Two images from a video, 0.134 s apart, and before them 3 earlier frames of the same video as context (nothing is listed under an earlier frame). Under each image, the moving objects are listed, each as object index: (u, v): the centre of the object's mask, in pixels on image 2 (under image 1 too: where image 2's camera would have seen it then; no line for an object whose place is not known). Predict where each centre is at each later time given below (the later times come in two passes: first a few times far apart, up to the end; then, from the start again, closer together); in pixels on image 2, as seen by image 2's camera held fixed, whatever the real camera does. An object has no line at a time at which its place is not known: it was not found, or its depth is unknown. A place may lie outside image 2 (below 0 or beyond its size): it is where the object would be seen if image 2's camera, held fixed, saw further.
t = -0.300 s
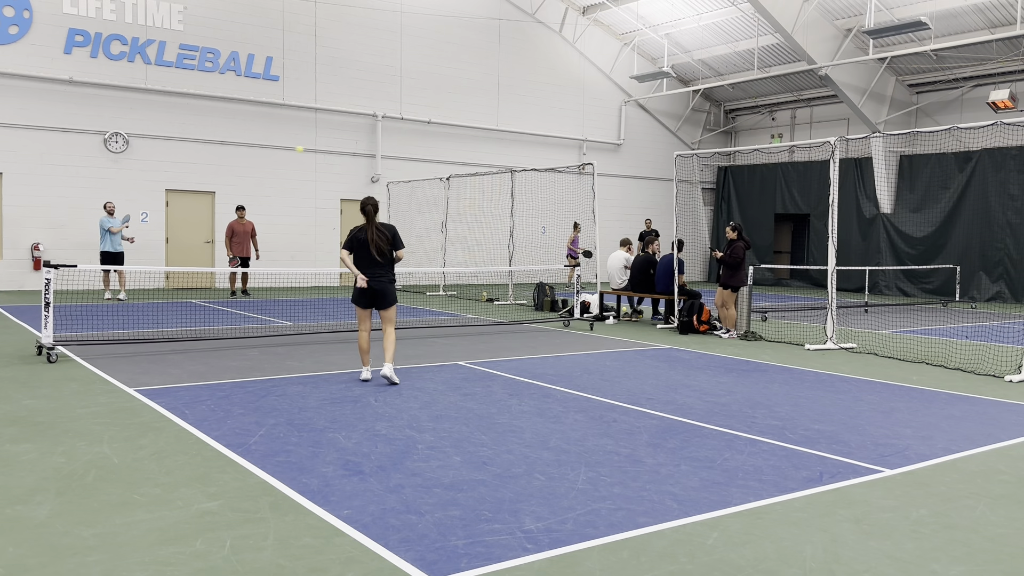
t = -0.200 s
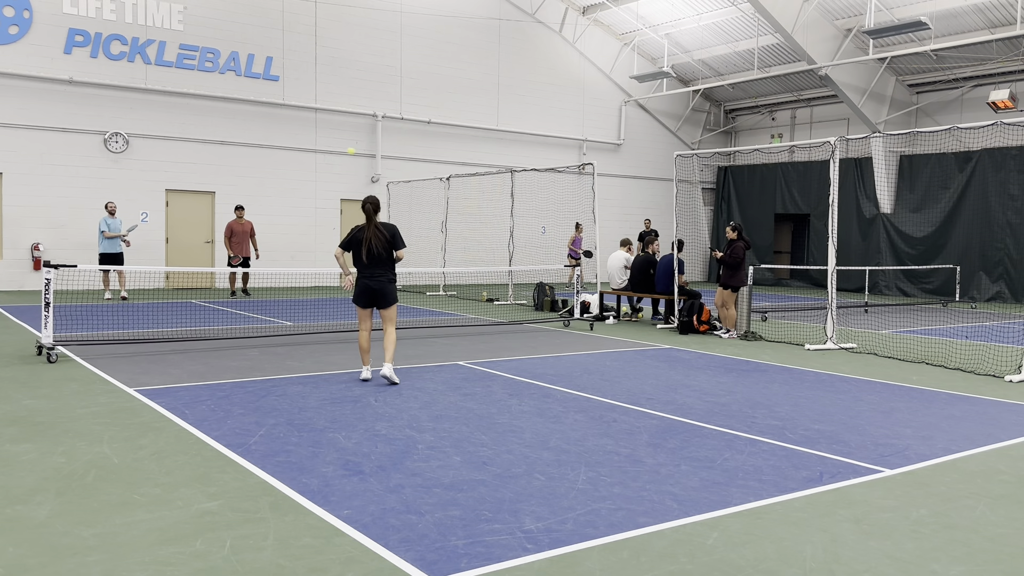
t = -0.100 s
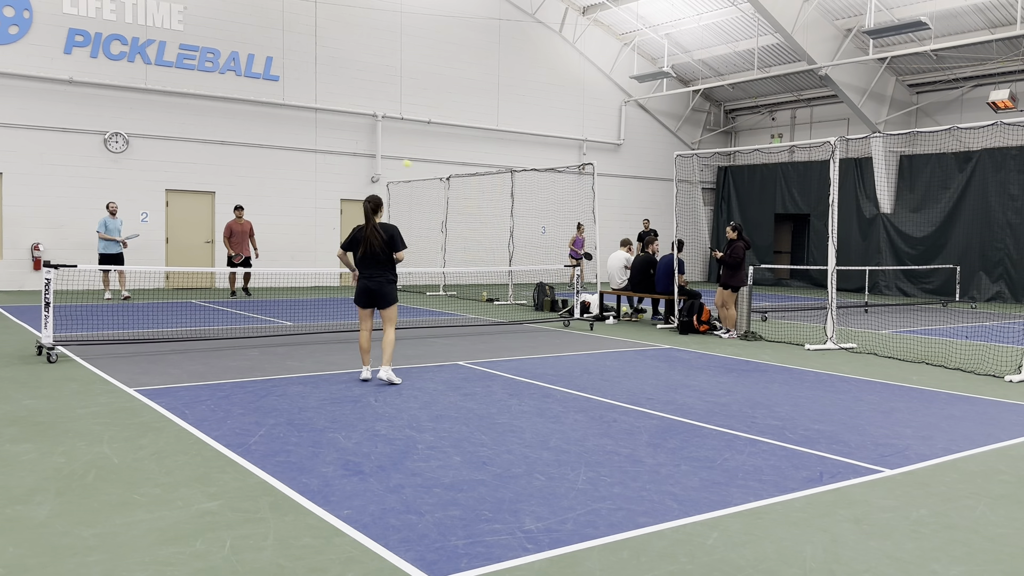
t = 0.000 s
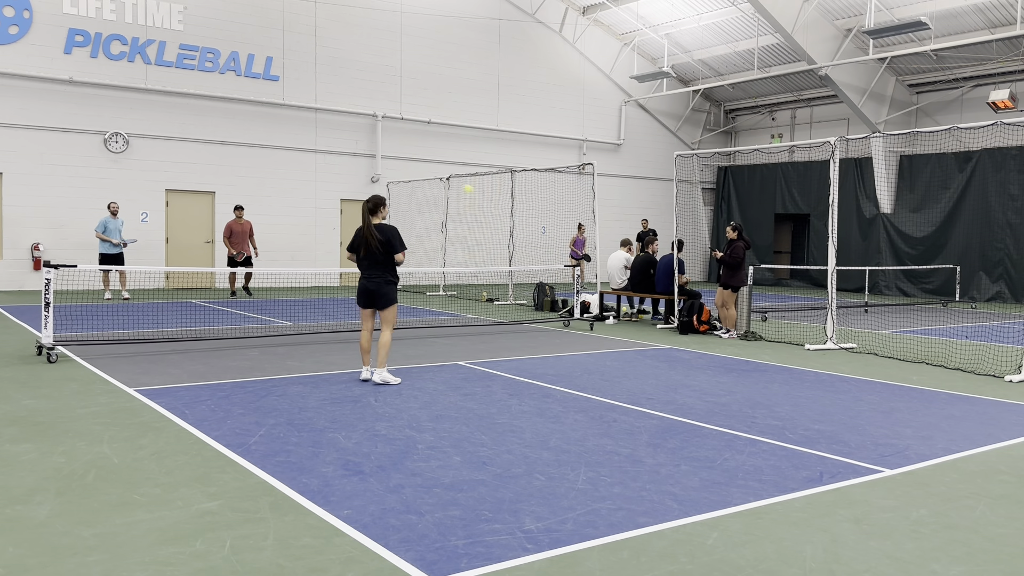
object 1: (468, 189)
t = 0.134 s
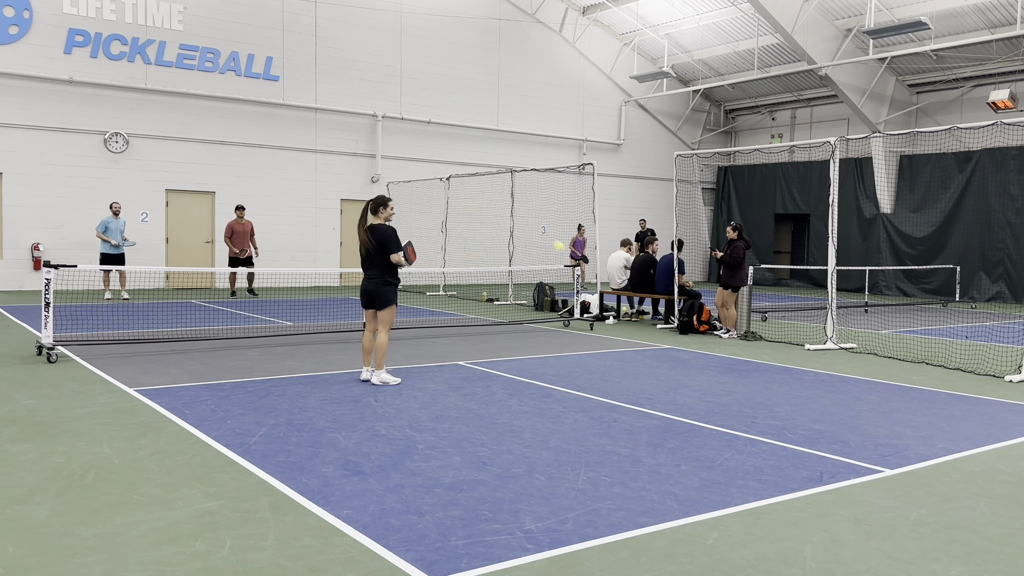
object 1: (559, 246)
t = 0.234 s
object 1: (636, 312)
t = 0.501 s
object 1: (864, 360)
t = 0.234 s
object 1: (636, 312)
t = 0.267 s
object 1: (663, 337)
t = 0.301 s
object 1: (692, 367)
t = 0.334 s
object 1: (723, 400)
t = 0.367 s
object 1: (751, 408)
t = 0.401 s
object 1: (778, 394)
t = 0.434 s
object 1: (805, 382)
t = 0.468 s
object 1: (834, 370)
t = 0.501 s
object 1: (864, 360)
